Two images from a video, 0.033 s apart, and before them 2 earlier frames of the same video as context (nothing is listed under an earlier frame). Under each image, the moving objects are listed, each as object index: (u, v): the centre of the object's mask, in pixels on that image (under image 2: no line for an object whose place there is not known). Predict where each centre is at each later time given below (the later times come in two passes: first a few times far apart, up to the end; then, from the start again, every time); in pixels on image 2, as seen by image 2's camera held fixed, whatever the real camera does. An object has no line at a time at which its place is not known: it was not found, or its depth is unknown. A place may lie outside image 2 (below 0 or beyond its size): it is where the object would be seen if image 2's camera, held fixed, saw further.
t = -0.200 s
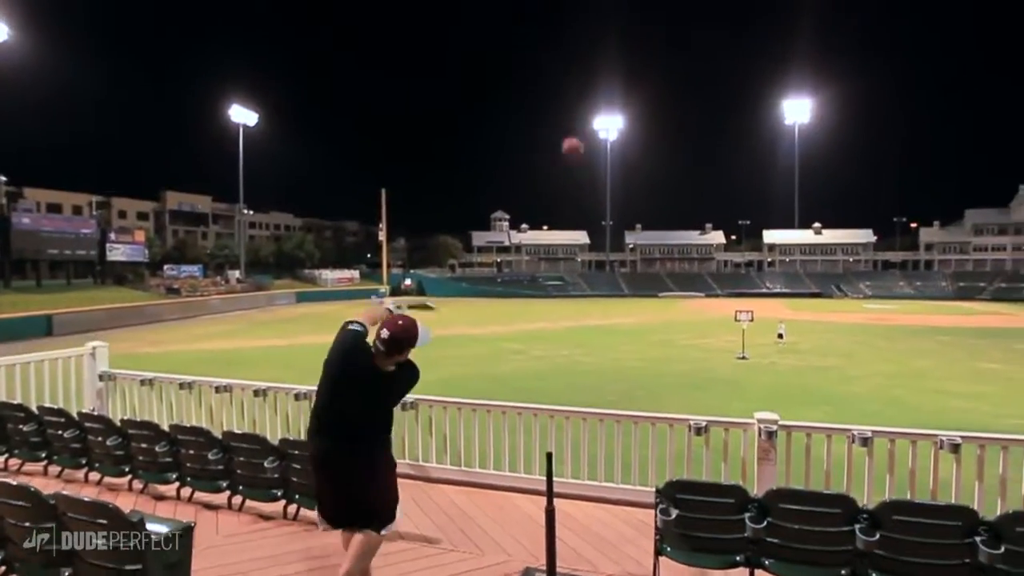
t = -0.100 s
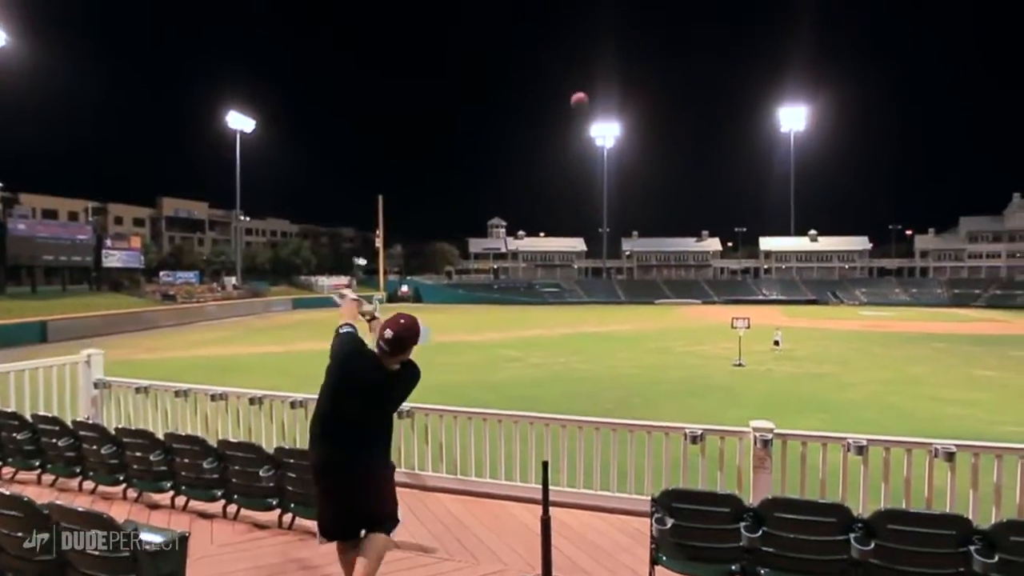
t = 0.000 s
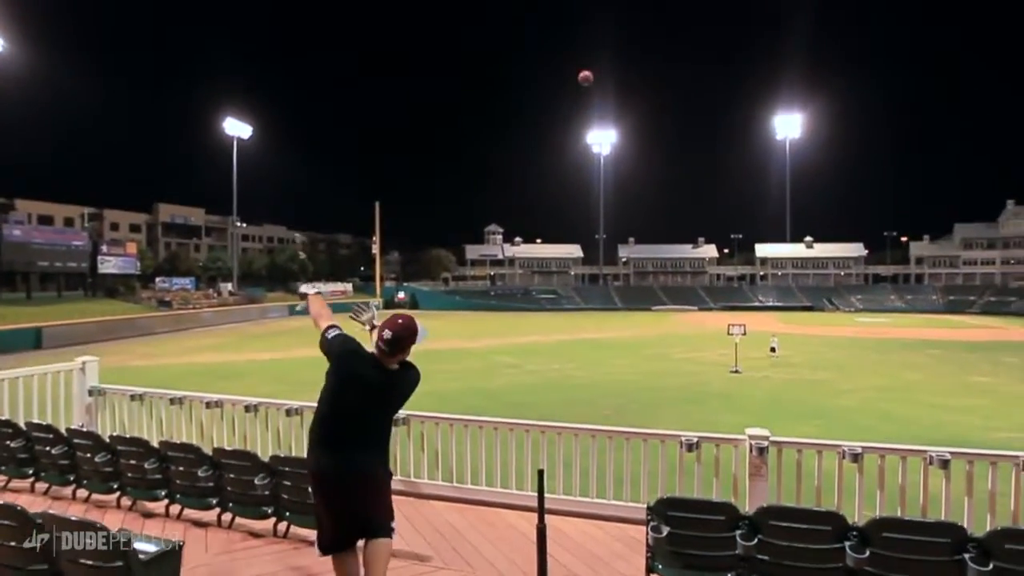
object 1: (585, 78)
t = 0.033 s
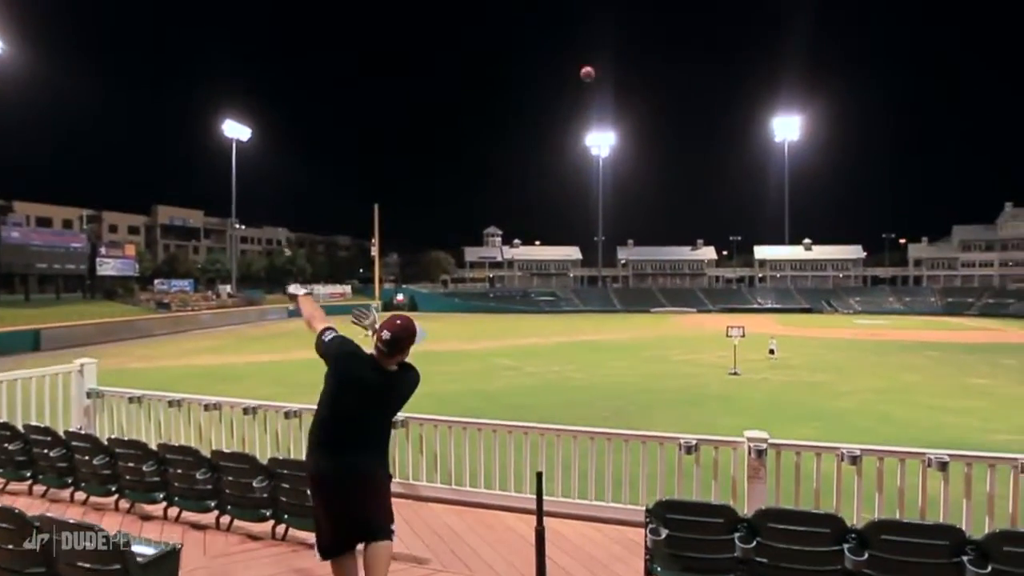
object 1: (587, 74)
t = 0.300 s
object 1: (610, 49)
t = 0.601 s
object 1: (632, 56)
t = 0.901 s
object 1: (654, 81)
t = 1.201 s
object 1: (672, 115)
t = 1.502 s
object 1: (689, 156)
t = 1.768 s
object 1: (703, 199)
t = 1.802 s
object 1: (704, 204)
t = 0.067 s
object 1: (590, 67)
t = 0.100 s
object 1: (593, 63)
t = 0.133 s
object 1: (596, 59)
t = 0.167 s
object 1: (599, 56)
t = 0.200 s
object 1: (602, 54)
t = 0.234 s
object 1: (604, 52)
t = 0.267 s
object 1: (607, 50)
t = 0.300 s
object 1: (610, 49)
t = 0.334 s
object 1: (613, 48)
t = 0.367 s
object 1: (615, 49)
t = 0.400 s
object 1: (618, 49)
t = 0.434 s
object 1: (620, 49)
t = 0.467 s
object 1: (623, 50)
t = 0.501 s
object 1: (625, 51)
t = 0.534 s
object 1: (628, 53)
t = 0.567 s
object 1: (631, 55)
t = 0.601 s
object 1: (632, 56)
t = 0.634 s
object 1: (635, 58)
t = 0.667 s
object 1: (638, 61)
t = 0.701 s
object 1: (640, 63)
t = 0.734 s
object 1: (642, 66)
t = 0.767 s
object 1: (645, 68)
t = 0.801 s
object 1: (647, 71)
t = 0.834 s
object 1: (649, 74)
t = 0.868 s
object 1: (652, 77)
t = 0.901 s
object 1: (654, 81)
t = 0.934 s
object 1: (656, 84)
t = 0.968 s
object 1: (658, 87)
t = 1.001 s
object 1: (660, 91)
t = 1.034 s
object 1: (662, 95)
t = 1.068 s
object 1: (664, 98)
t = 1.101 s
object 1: (666, 102)
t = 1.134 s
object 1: (668, 106)
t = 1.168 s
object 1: (670, 110)
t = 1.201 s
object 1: (672, 115)
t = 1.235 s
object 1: (674, 119)
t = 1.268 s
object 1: (676, 123)
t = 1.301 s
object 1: (677, 128)
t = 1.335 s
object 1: (679, 133)
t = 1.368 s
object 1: (682, 138)
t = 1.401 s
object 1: (684, 142)
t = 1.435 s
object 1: (685, 147)
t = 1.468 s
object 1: (687, 152)
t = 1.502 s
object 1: (689, 156)
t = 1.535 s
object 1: (691, 162)
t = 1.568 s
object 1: (693, 167)
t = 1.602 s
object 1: (694, 172)
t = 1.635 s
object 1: (696, 178)
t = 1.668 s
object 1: (698, 183)
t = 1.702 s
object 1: (700, 188)
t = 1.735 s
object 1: (701, 194)
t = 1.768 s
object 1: (703, 199)
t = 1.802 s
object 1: (704, 204)
